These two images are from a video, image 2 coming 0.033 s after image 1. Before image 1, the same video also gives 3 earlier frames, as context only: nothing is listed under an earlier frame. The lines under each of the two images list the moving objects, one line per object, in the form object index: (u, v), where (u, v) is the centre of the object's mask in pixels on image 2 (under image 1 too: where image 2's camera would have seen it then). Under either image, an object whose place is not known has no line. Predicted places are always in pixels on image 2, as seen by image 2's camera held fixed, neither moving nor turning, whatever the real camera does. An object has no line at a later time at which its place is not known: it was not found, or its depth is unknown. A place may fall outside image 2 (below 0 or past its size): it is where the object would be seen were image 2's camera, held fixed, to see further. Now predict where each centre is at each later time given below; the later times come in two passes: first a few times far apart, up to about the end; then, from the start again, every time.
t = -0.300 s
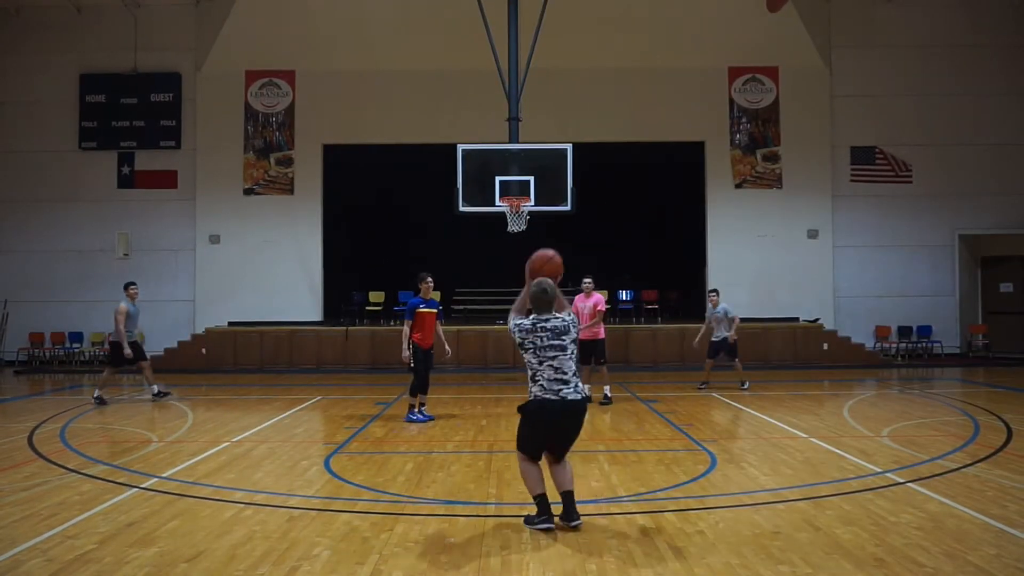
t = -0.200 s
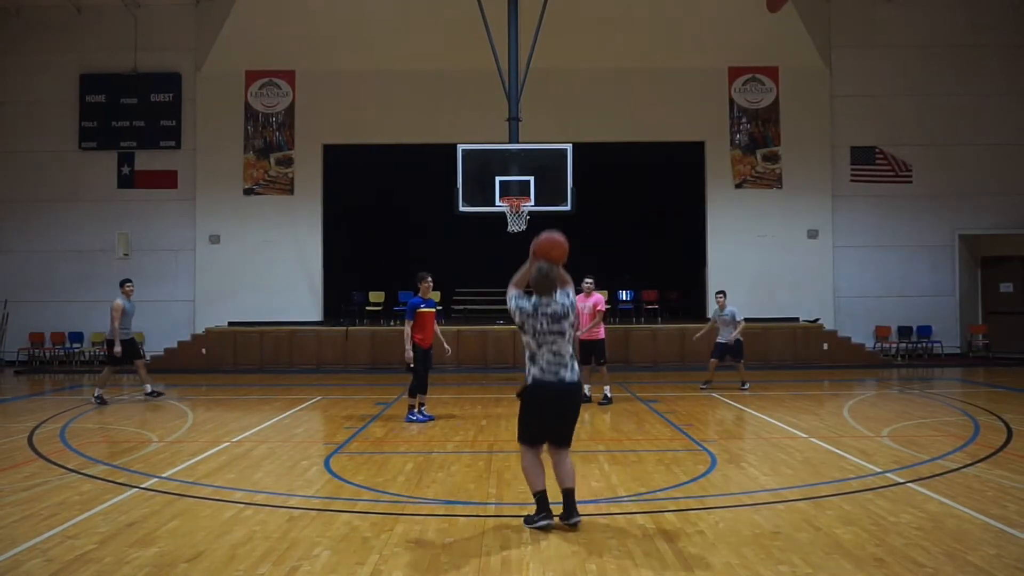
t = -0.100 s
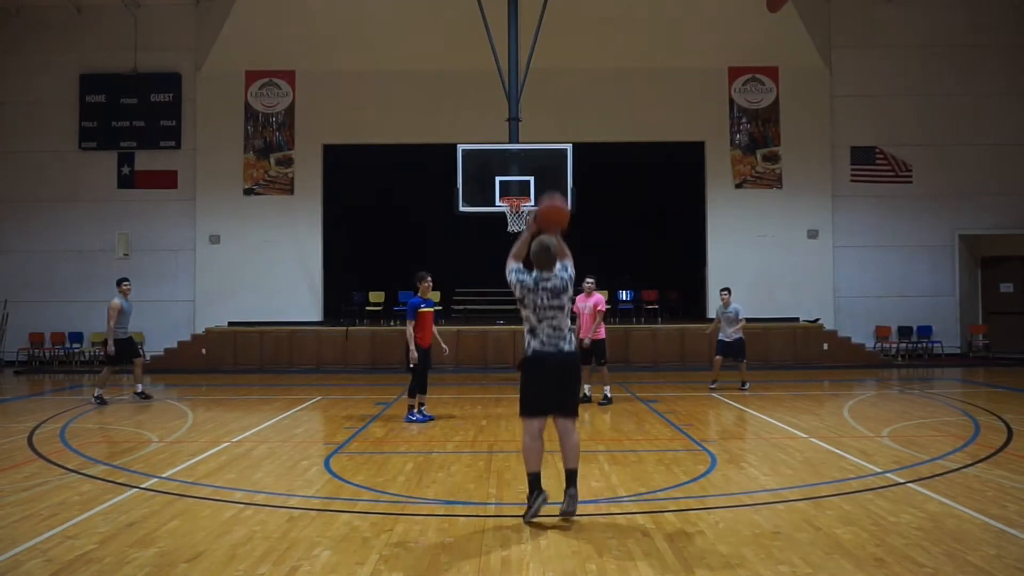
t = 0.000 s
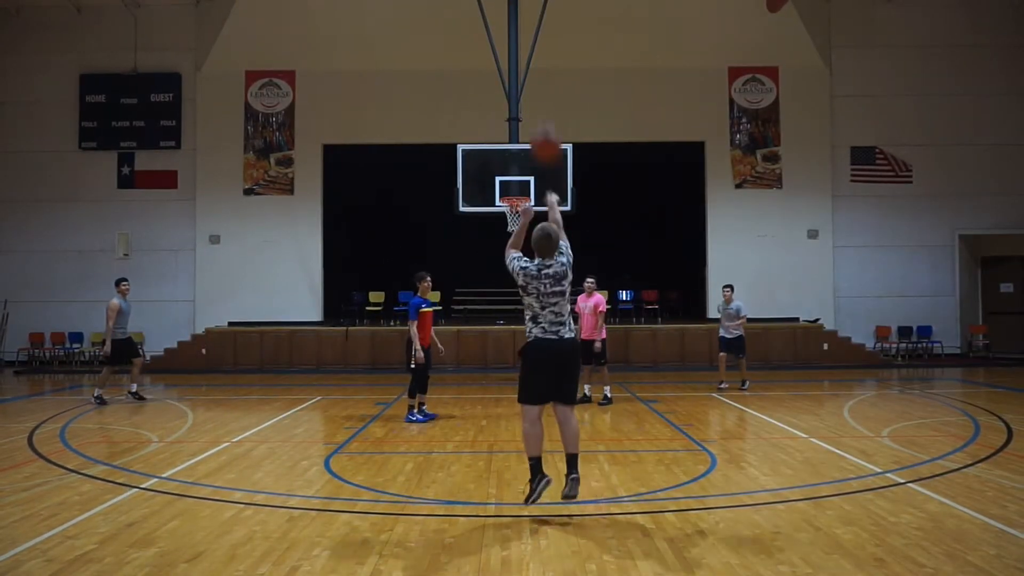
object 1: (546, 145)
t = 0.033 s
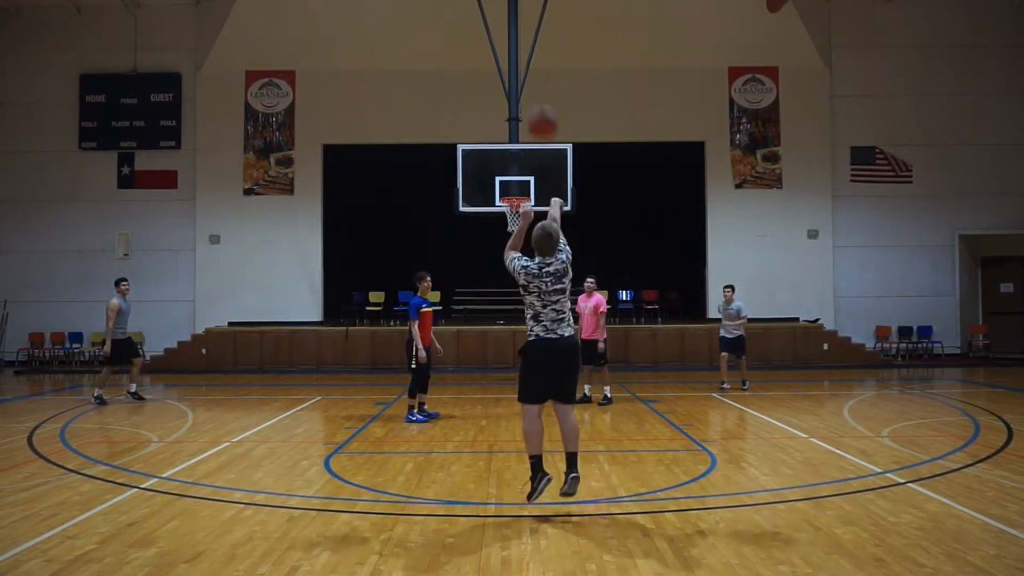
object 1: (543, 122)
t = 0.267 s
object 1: (528, 36)
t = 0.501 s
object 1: (518, 21)
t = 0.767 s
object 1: (510, 57)
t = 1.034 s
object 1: (505, 133)
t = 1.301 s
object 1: (477, 201)
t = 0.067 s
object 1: (540, 105)
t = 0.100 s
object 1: (538, 89)
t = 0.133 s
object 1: (535, 75)
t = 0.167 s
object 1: (533, 63)
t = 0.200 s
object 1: (531, 52)
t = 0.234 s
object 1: (529, 44)
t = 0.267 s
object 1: (528, 36)
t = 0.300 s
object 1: (526, 31)
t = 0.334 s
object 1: (525, 26)
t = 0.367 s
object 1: (523, 23)
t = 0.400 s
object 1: (521, 21)
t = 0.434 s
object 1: (520, 20)
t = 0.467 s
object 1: (519, 20)
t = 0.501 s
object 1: (518, 21)
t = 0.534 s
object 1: (516, 22)
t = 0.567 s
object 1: (515, 25)
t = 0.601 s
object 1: (514, 29)
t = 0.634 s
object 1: (514, 33)
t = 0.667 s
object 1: (512, 38)
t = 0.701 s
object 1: (512, 44)
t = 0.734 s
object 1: (511, 49)
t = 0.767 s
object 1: (510, 57)
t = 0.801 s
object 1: (510, 64)
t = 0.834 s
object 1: (509, 73)
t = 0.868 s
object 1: (508, 82)
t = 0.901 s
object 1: (506, 91)
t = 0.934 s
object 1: (506, 101)
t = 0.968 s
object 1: (505, 111)
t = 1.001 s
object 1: (505, 122)
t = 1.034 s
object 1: (505, 133)
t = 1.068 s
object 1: (504, 145)
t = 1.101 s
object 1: (504, 158)
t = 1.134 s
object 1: (503, 168)
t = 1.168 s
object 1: (504, 183)
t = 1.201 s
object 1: (502, 194)
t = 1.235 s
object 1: (494, 197)
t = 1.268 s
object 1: (486, 198)
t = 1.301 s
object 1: (477, 201)
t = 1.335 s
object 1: (468, 205)
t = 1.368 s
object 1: (457, 211)
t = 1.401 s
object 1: (448, 216)
